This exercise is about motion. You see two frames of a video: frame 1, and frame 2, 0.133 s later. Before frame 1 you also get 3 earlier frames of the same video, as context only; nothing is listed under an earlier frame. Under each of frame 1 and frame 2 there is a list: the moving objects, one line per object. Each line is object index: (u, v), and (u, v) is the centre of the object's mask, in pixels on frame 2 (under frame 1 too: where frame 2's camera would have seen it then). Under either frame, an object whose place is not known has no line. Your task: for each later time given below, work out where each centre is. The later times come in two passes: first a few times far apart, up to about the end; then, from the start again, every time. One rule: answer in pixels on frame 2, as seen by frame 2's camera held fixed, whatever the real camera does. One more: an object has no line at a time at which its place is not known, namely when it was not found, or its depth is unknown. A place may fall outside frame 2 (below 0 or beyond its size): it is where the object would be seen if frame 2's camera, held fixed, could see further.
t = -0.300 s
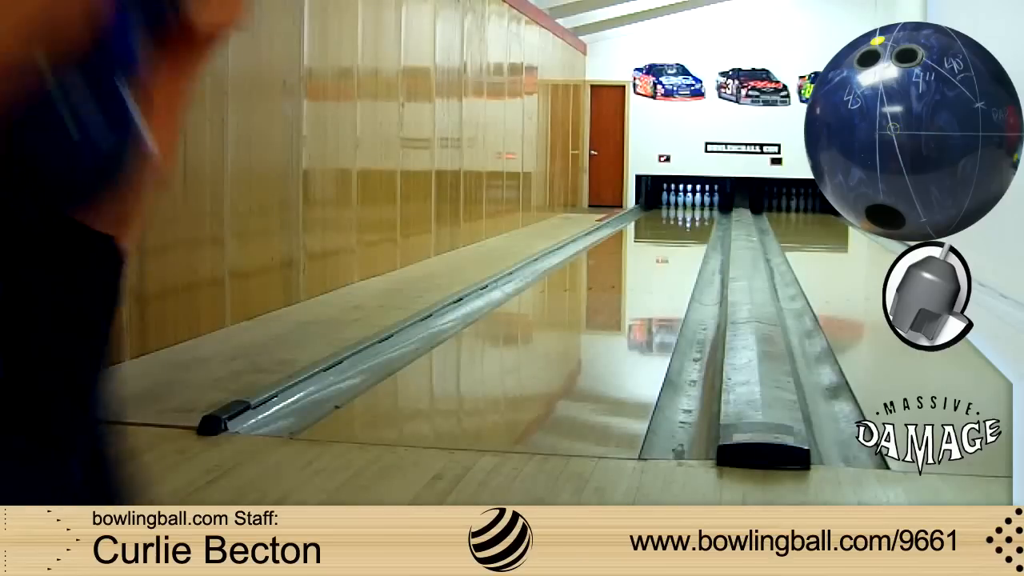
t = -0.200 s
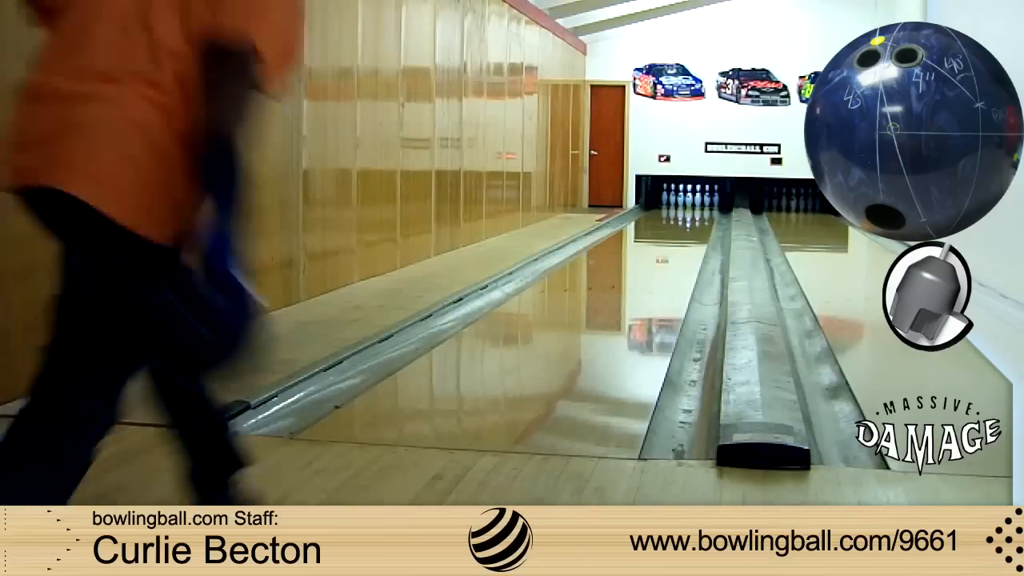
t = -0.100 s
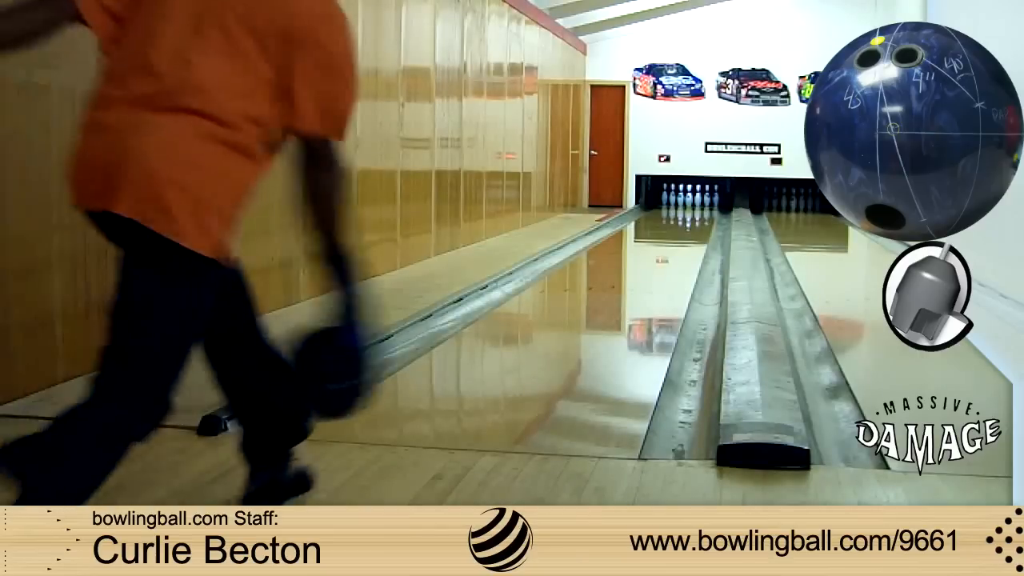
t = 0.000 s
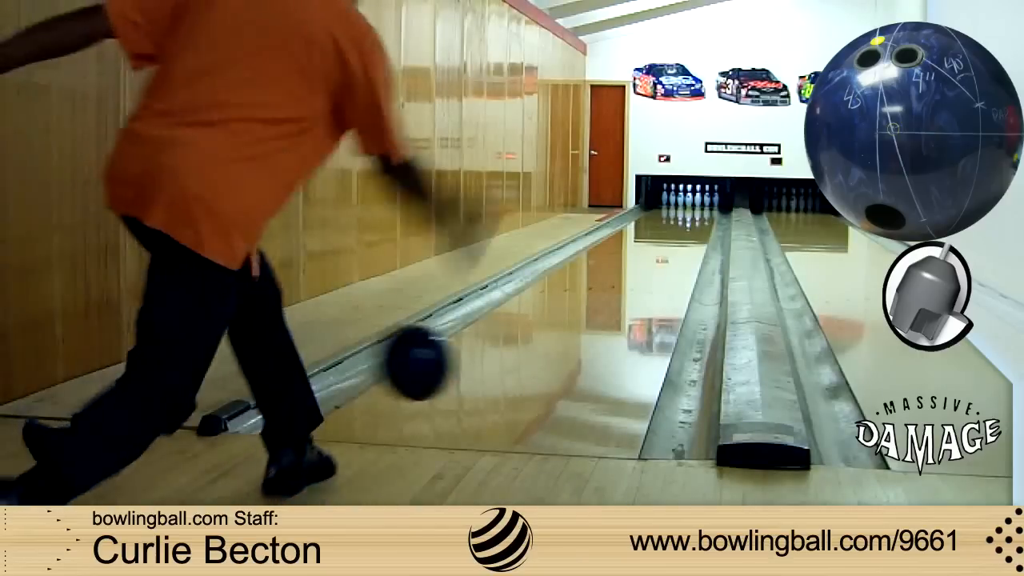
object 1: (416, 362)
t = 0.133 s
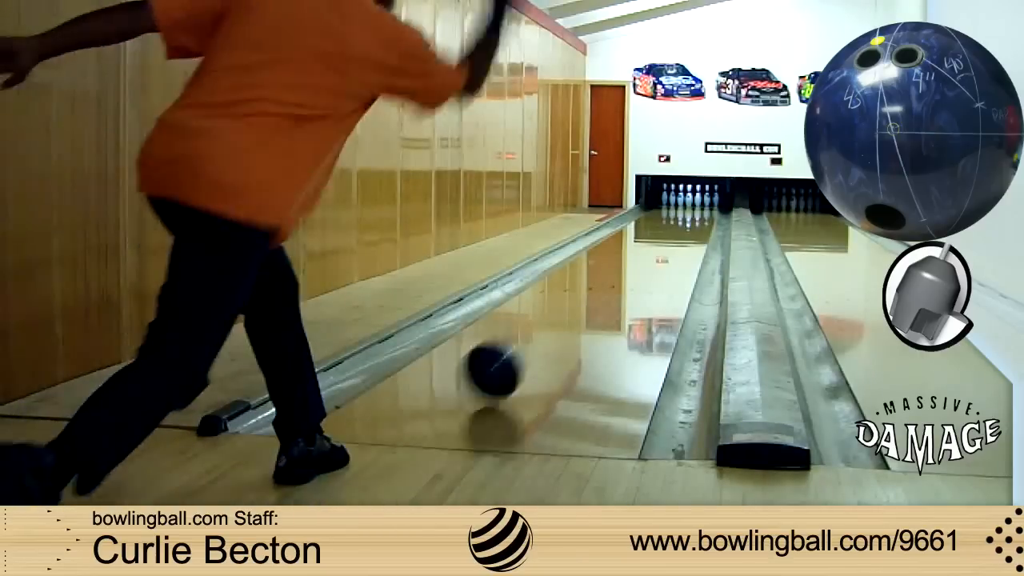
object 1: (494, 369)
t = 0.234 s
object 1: (531, 344)
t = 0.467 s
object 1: (590, 300)
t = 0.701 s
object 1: (626, 273)
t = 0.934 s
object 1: (649, 254)
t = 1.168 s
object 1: (665, 241)
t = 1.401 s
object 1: (677, 231)
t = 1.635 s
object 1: (686, 223)
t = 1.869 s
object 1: (691, 217)
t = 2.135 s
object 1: (696, 211)
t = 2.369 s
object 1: (697, 207)
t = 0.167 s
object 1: (507, 357)
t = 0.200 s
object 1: (520, 348)
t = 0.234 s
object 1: (531, 344)
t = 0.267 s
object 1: (542, 336)
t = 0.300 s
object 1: (552, 329)
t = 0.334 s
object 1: (561, 322)
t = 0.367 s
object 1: (569, 316)
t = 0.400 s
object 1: (576, 311)
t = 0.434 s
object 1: (583, 305)
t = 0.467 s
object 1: (590, 300)
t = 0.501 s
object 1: (596, 296)
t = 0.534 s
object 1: (602, 291)
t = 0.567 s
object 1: (607, 287)
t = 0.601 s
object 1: (612, 283)
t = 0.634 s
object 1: (617, 279)
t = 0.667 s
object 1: (621, 276)
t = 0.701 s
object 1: (626, 273)
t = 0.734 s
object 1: (629, 270)
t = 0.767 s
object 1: (633, 266)
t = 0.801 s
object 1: (637, 264)
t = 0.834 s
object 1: (640, 261)
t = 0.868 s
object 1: (643, 258)
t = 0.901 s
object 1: (646, 256)
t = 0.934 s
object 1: (649, 254)
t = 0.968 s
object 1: (652, 252)
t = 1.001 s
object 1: (655, 250)
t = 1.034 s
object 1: (657, 247)
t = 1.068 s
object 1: (659, 246)
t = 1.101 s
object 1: (661, 244)
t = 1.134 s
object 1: (663, 242)
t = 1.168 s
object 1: (665, 241)
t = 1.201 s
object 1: (667, 240)
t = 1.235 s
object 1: (669, 238)
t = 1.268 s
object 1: (671, 236)
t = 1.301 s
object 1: (672, 235)
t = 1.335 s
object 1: (674, 234)
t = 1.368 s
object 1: (675, 232)
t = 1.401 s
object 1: (677, 231)
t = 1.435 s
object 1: (678, 229)
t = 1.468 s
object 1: (679, 228)
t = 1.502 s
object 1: (681, 227)
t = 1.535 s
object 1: (682, 226)
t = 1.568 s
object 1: (683, 225)
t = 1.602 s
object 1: (684, 224)
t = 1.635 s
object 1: (686, 223)
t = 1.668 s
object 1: (686, 223)
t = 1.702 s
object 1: (687, 222)
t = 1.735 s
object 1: (688, 221)
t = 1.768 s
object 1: (690, 220)
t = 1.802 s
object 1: (690, 219)
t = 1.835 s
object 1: (691, 218)
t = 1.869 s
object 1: (691, 217)
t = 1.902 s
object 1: (692, 216)
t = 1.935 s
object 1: (693, 216)
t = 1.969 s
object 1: (694, 215)
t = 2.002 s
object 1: (694, 214)
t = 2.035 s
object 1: (695, 213)
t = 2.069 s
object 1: (695, 212)
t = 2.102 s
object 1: (695, 212)
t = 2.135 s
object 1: (696, 211)
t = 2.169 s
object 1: (696, 211)
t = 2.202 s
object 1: (696, 210)
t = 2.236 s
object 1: (696, 209)
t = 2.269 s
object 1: (696, 209)
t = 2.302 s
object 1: (696, 208)
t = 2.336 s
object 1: (697, 208)
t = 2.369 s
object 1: (697, 207)
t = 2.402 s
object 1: (697, 207)
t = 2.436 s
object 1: (697, 206)
